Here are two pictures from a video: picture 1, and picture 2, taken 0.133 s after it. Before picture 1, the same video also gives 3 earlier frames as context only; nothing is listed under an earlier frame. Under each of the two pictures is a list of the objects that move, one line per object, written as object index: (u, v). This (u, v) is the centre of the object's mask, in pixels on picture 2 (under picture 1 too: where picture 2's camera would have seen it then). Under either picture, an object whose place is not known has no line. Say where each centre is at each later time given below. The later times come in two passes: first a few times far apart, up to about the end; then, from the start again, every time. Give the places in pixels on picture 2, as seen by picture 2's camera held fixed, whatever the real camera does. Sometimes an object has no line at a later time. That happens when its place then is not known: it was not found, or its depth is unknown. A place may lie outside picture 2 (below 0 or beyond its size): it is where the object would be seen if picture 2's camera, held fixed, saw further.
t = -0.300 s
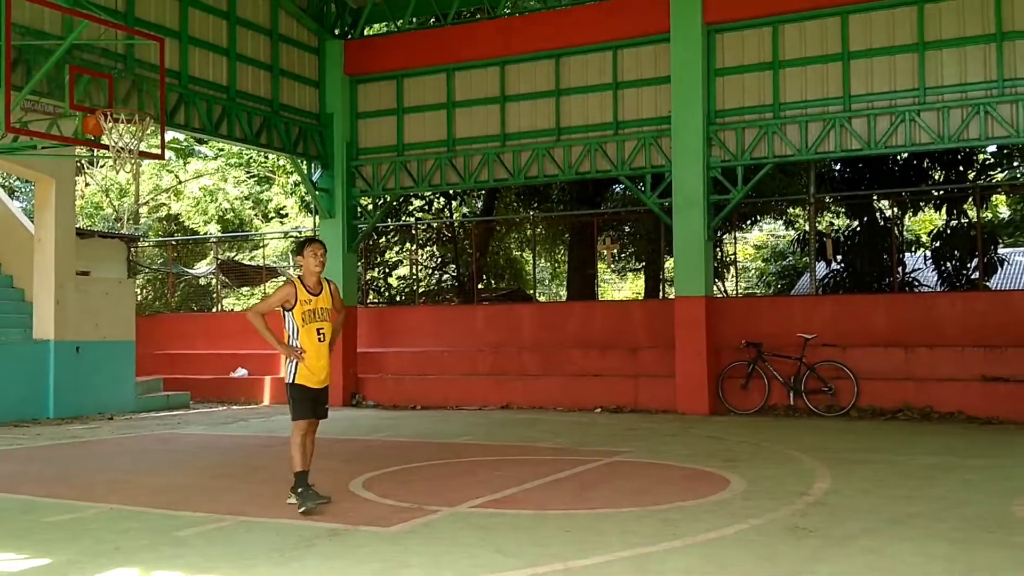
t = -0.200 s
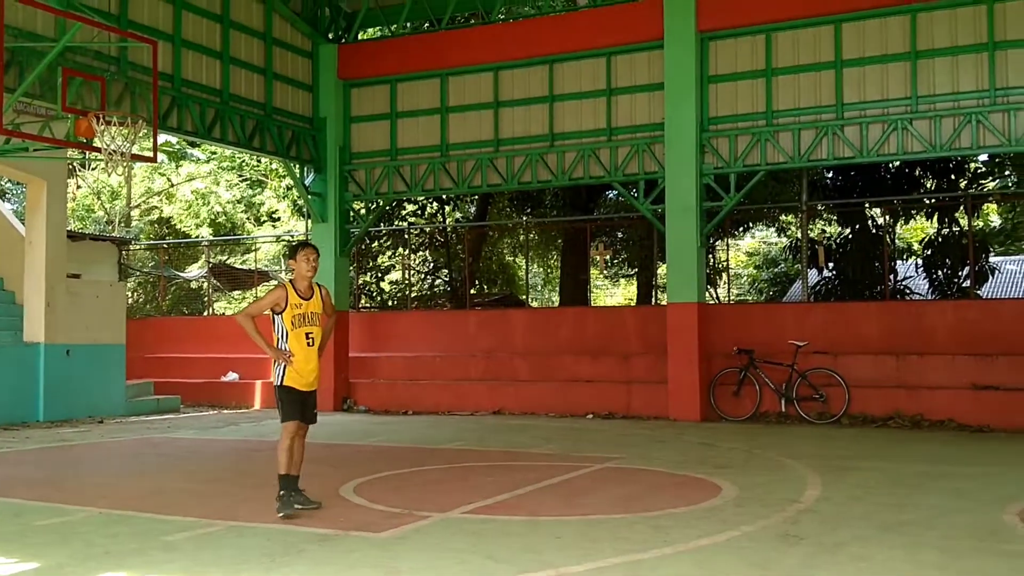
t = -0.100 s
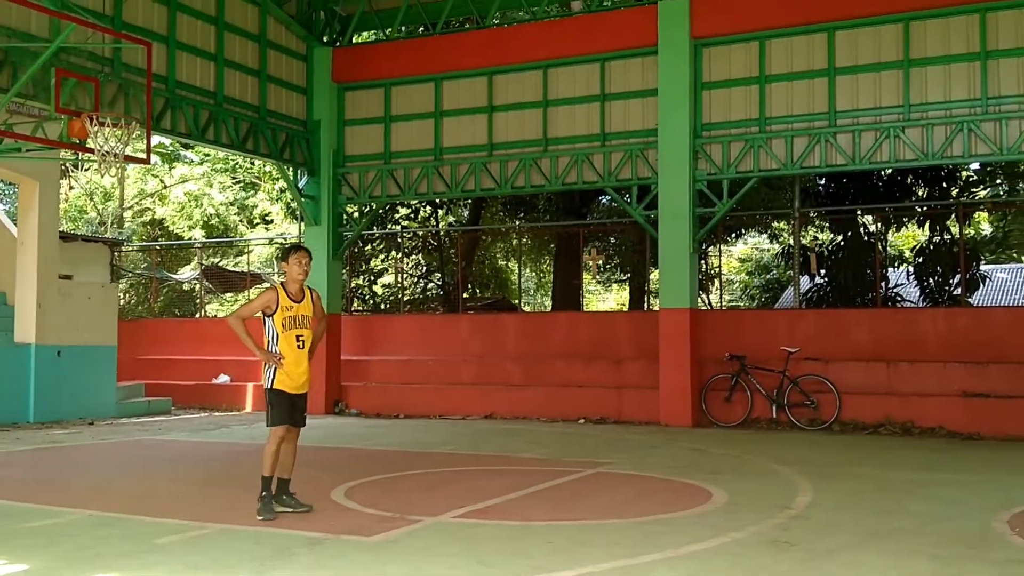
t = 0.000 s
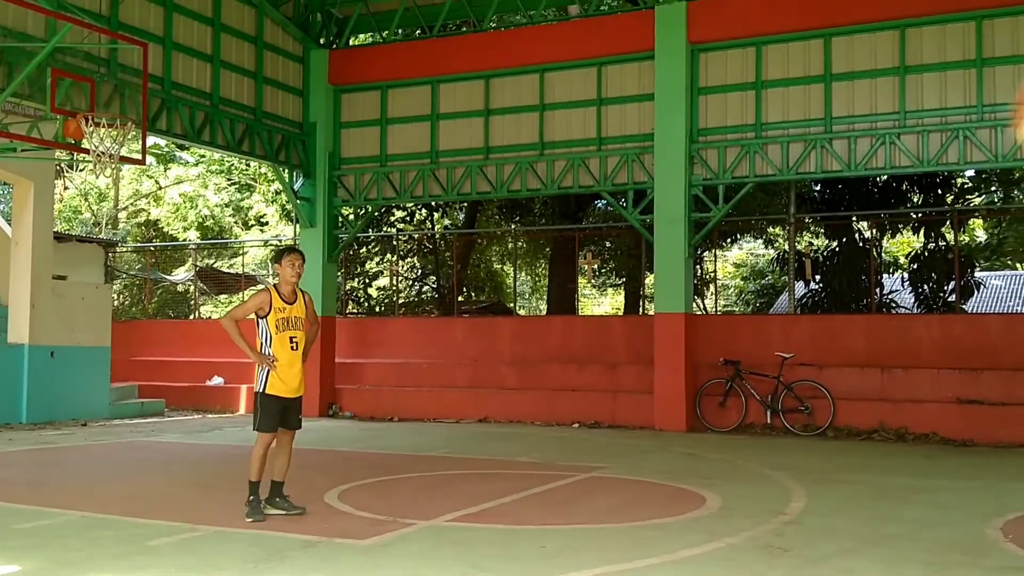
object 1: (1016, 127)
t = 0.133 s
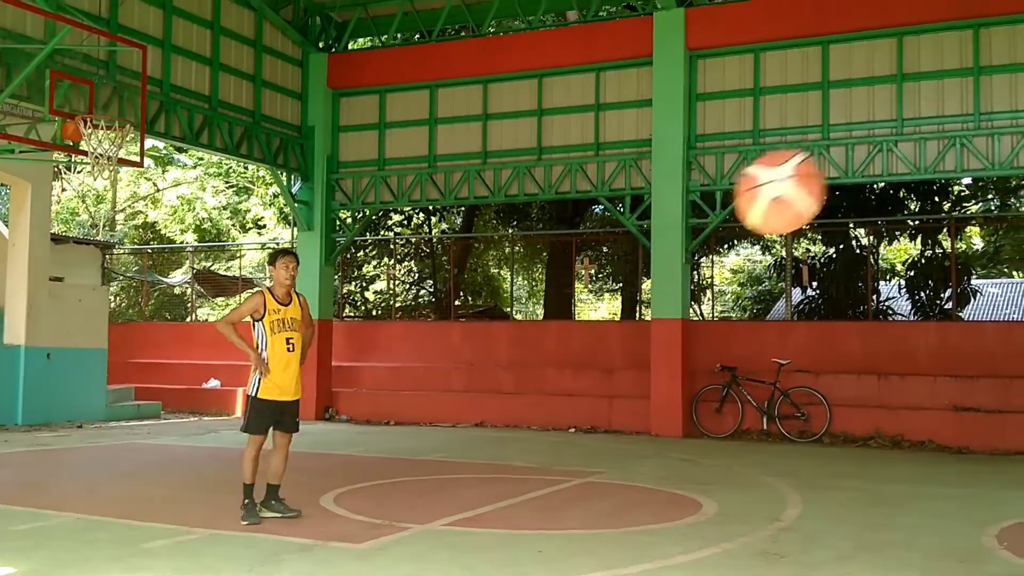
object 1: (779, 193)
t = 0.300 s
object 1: (551, 320)
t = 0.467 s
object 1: (402, 468)
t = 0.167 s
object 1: (725, 216)
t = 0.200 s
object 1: (675, 240)
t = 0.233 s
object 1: (630, 265)
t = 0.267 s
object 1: (589, 292)
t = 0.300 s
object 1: (551, 320)
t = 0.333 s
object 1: (517, 348)
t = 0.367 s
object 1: (486, 376)
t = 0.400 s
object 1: (456, 406)
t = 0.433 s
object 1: (428, 436)
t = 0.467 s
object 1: (402, 468)
